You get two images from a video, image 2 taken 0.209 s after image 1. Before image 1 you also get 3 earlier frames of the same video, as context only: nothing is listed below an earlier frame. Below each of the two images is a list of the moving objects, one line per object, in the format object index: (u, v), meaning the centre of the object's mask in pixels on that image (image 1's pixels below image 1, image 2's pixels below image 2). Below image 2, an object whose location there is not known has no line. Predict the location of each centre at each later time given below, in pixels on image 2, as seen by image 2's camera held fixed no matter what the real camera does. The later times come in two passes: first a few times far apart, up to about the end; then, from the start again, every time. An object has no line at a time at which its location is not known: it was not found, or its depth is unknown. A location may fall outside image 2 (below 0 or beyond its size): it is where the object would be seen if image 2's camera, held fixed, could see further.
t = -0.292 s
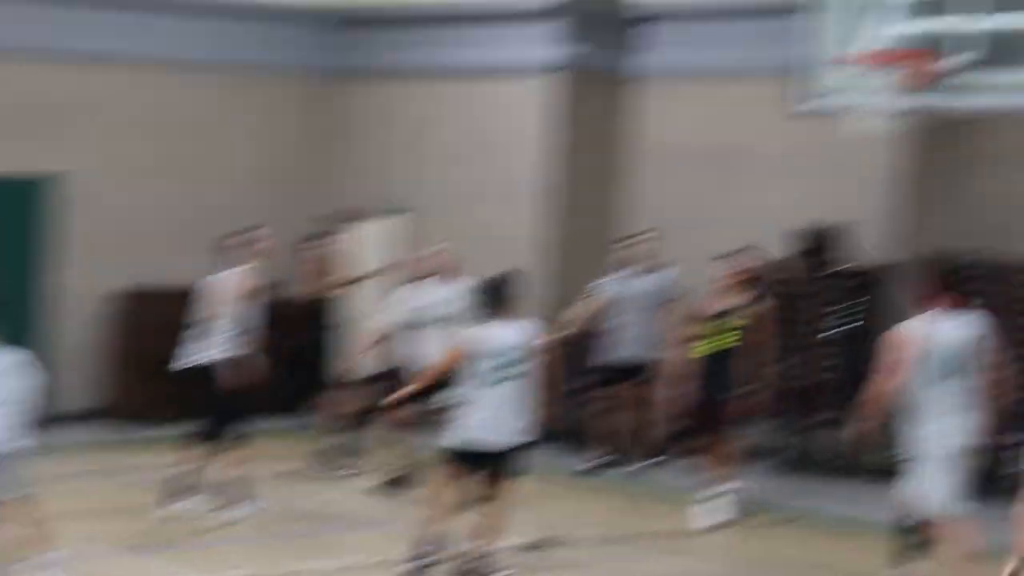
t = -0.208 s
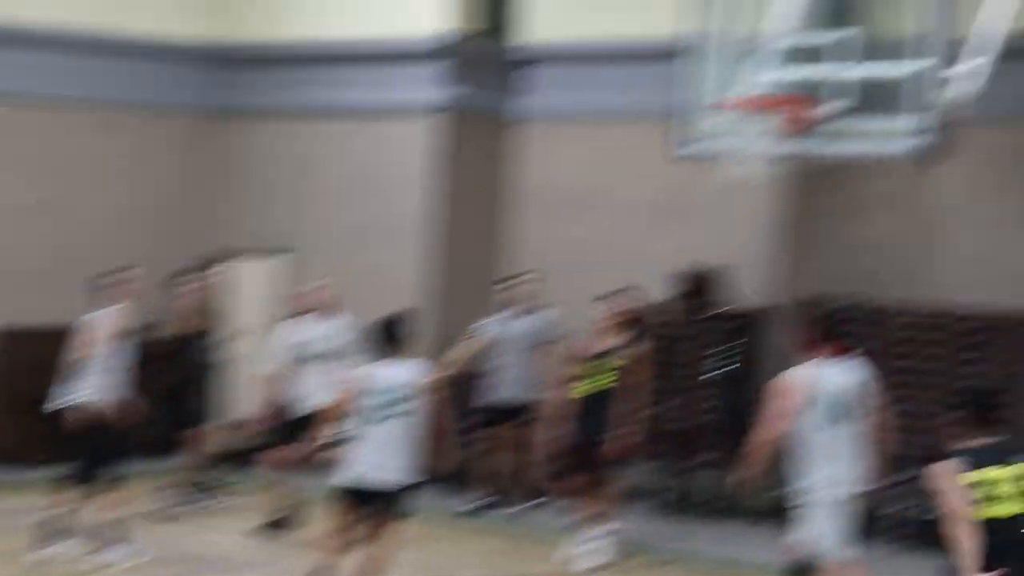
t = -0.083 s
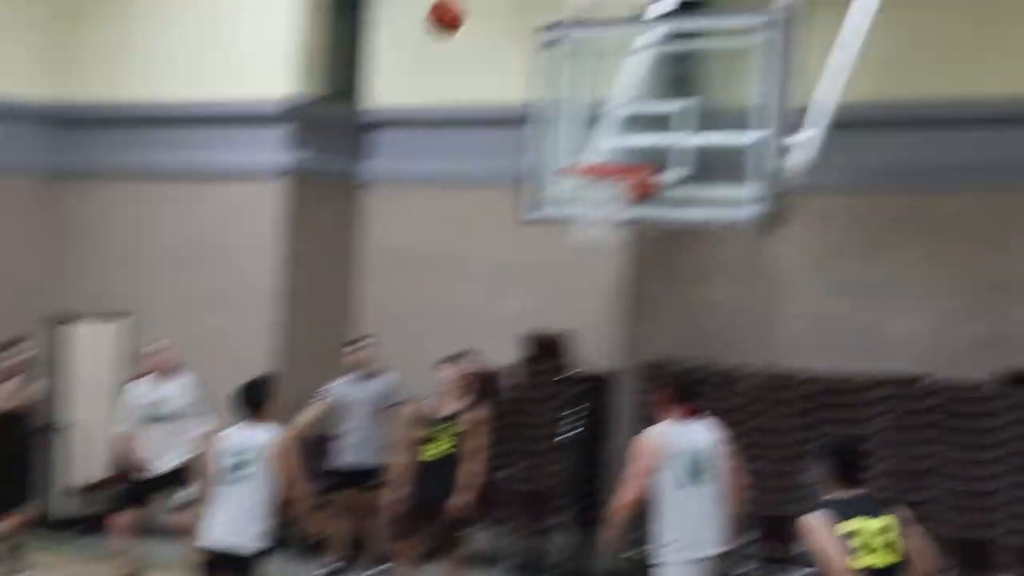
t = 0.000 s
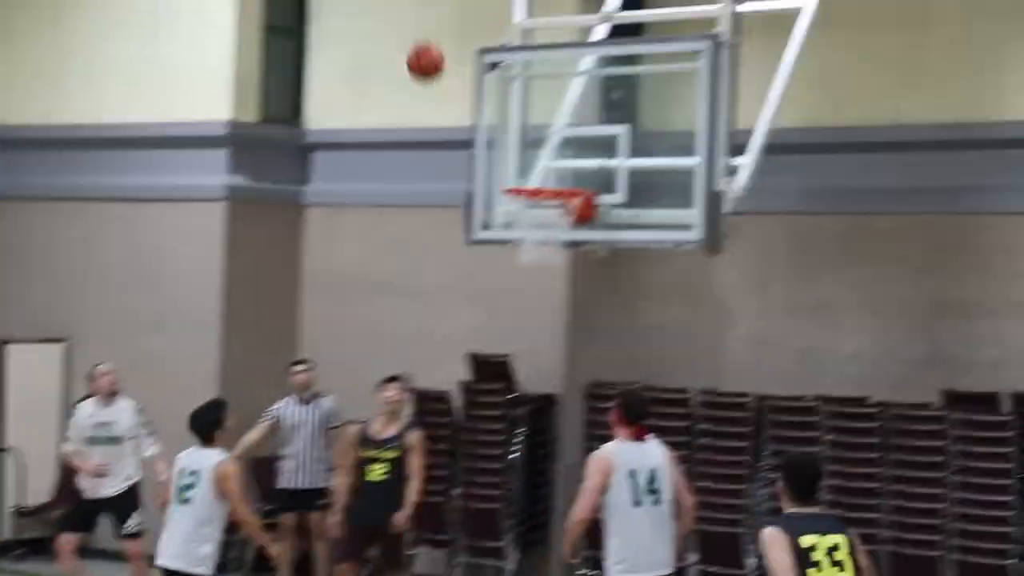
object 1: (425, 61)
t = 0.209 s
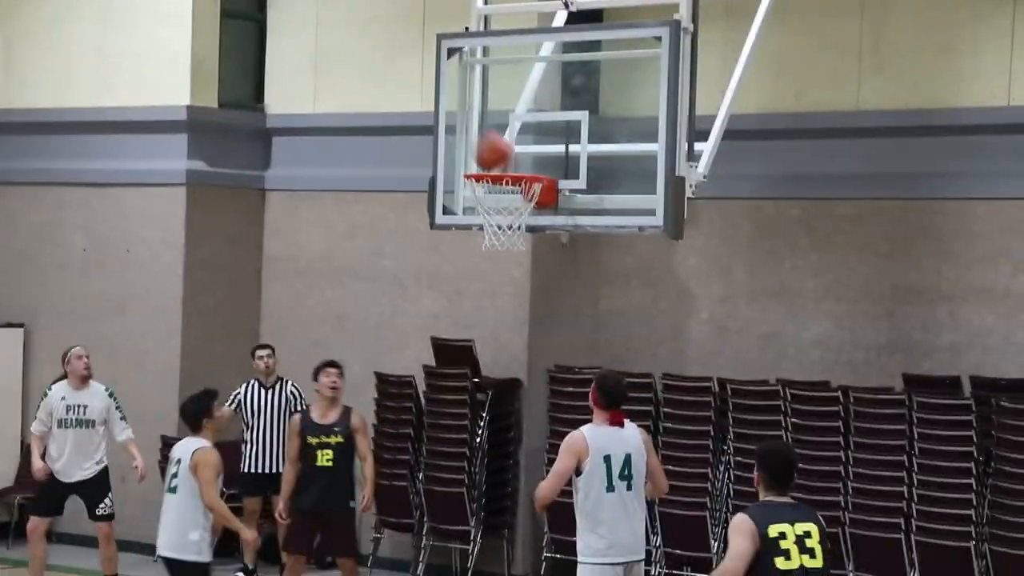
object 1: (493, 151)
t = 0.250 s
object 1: (514, 166)
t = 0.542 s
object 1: (516, 219)
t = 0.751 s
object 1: (489, 302)
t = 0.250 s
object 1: (514, 166)
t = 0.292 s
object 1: (532, 199)
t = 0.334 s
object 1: (536, 203)
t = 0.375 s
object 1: (534, 203)
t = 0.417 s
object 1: (529, 212)
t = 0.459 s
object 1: (526, 211)
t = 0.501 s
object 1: (521, 214)
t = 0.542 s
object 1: (516, 219)
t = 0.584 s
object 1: (510, 228)
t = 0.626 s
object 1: (504, 243)
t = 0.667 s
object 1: (500, 260)
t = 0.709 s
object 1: (494, 280)
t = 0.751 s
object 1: (489, 302)
